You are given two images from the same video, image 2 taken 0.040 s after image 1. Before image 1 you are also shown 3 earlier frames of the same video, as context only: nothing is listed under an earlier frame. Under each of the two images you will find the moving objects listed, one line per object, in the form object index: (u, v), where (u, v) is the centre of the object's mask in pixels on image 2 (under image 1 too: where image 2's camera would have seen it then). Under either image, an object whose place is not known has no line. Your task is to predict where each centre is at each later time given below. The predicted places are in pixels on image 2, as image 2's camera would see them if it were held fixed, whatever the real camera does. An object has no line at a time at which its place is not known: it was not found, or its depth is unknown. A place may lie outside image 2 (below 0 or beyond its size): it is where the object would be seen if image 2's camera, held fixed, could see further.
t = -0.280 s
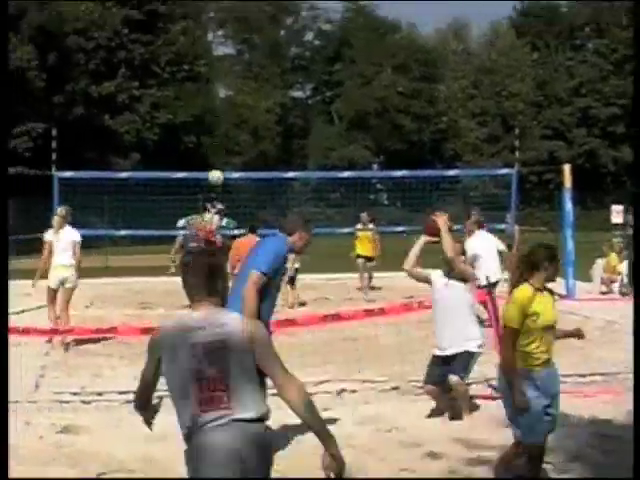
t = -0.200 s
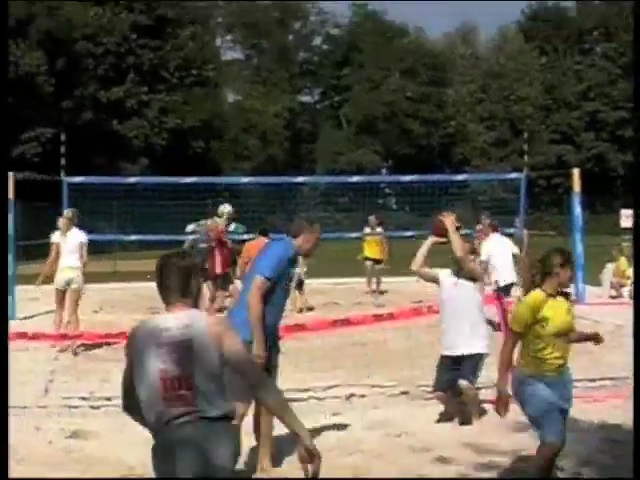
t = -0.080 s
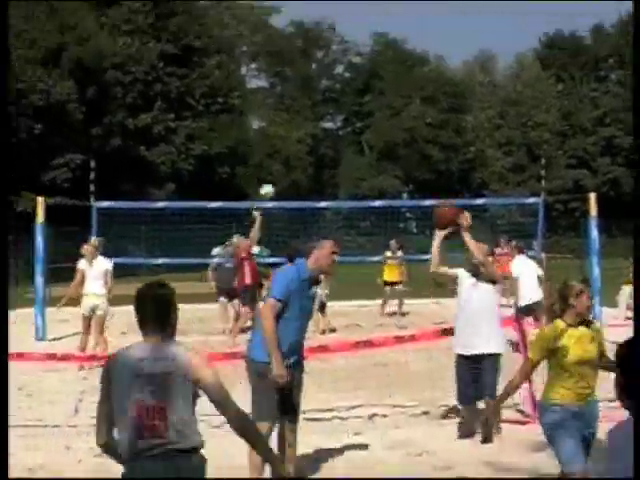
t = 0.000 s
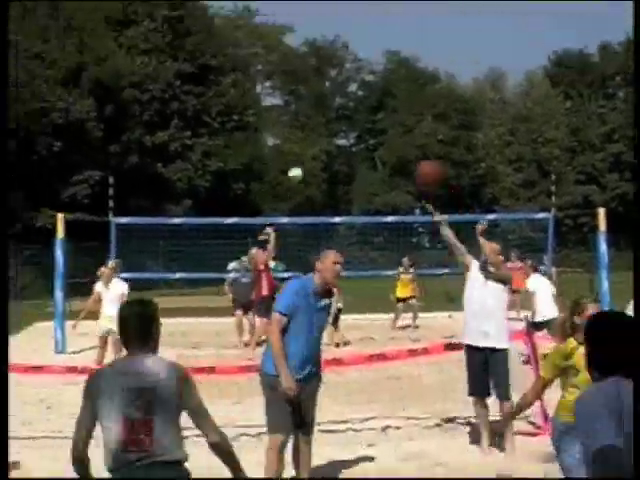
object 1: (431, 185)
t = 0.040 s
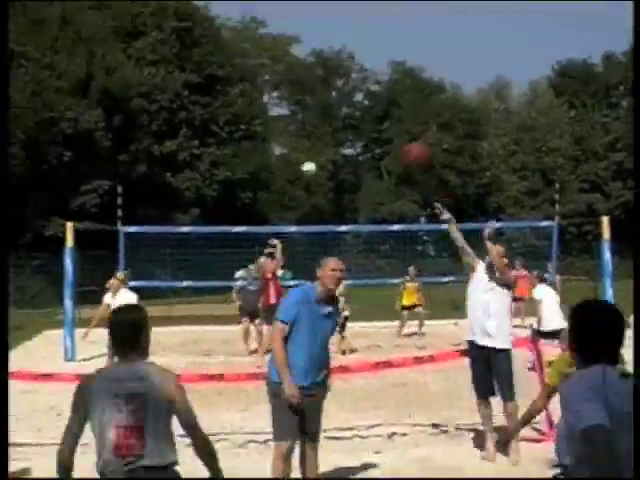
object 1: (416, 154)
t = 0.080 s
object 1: (397, 127)
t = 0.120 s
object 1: (380, 102)
